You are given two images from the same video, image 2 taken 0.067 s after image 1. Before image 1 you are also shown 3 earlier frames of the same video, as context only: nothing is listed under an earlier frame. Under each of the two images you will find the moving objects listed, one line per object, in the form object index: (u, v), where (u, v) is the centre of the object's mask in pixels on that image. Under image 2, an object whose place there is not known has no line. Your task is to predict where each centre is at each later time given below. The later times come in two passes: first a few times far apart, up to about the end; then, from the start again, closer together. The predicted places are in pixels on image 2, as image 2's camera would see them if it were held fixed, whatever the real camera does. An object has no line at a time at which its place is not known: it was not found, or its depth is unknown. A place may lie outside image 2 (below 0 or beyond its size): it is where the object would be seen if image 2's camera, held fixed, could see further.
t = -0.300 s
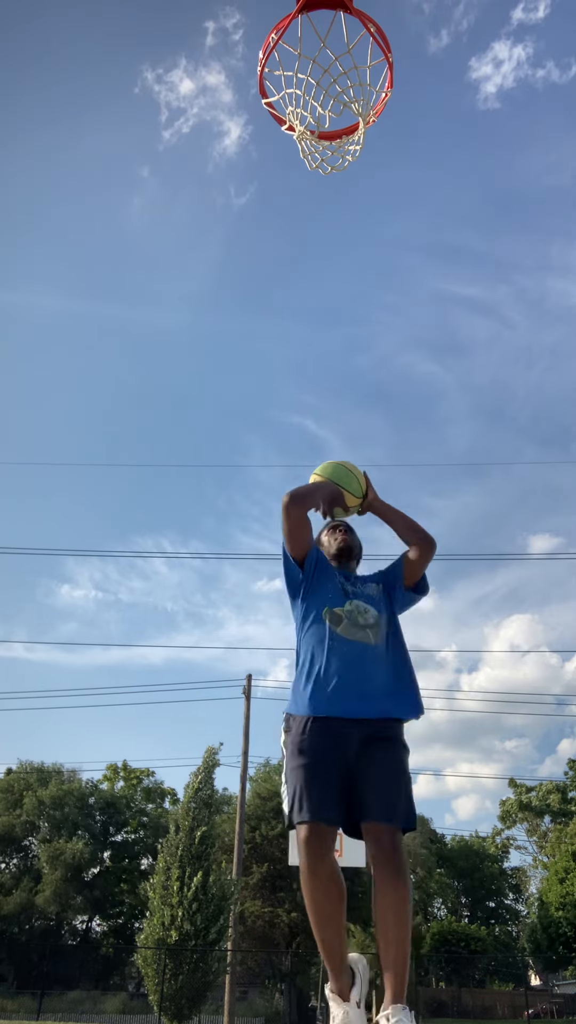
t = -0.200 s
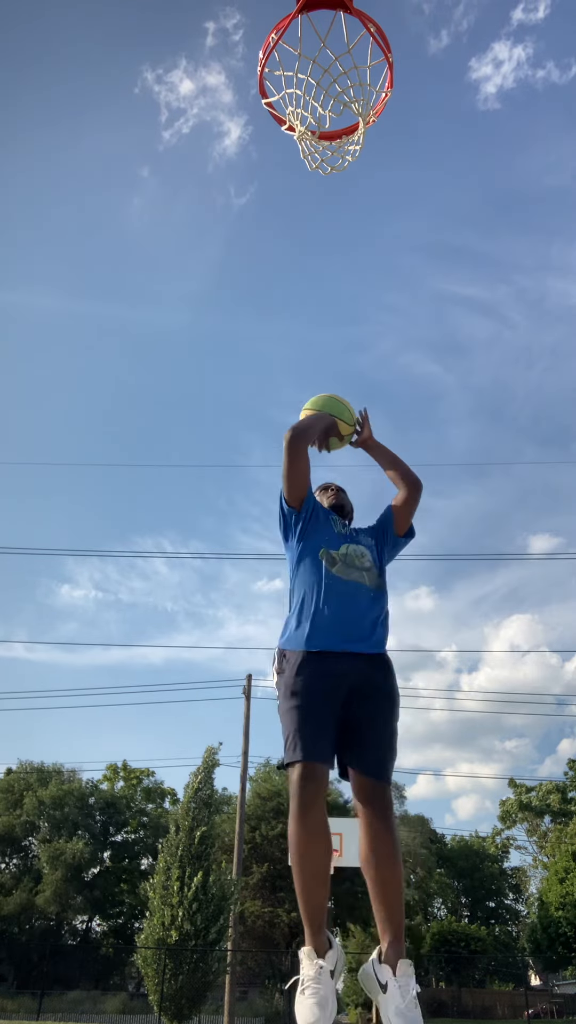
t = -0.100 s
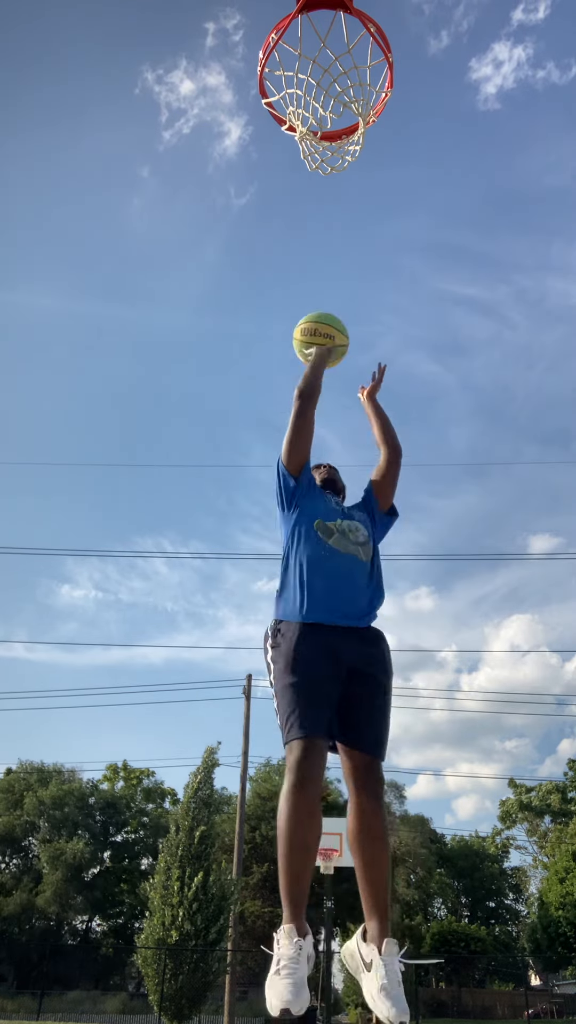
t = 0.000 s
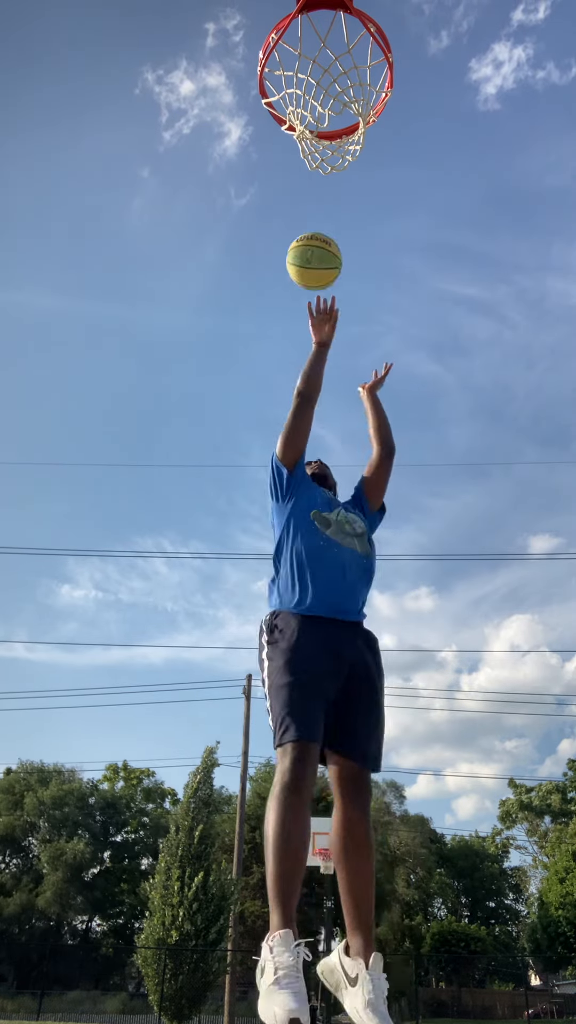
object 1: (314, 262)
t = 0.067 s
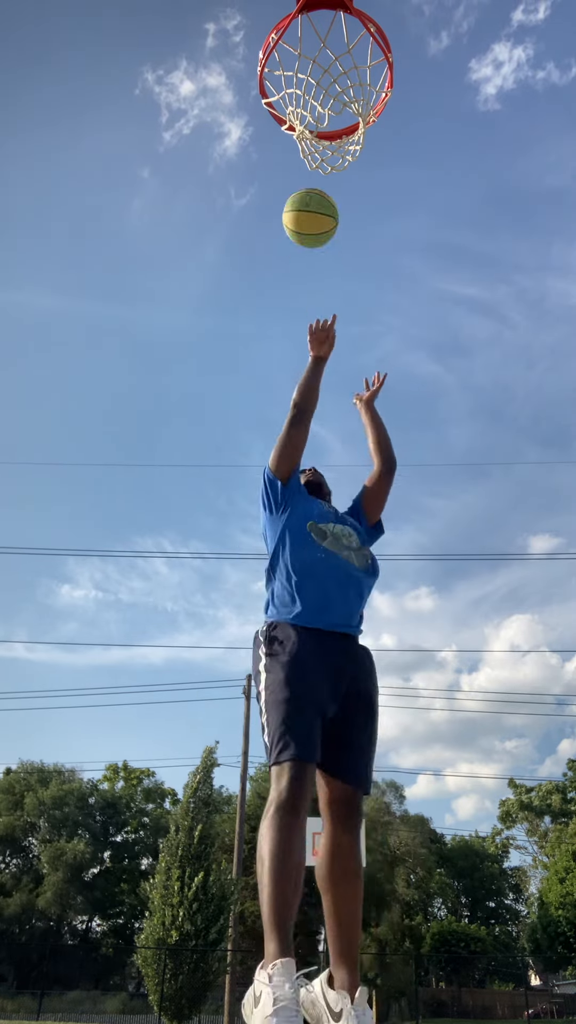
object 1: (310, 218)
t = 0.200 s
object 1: (293, 159)
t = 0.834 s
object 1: (374, 149)
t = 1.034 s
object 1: (423, 317)
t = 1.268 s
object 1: (526, 742)
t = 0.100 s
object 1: (308, 198)
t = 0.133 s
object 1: (306, 184)
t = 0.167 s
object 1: (300, 172)
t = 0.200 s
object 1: (293, 159)
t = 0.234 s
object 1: (288, 148)
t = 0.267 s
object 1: (285, 140)
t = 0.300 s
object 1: (284, 134)
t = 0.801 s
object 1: (366, 131)
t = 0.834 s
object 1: (374, 149)
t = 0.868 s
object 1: (381, 169)
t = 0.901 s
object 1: (388, 192)
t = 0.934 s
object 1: (396, 218)
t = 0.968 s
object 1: (404, 247)
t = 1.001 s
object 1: (413, 280)
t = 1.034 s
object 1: (423, 317)
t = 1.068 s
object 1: (433, 359)
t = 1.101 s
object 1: (445, 405)
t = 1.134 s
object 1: (457, 456)
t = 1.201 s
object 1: (487, 580)
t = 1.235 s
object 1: (506, 656)
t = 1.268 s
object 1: (526, 742)
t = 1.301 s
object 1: (539, 842)
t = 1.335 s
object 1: (551, 957)
